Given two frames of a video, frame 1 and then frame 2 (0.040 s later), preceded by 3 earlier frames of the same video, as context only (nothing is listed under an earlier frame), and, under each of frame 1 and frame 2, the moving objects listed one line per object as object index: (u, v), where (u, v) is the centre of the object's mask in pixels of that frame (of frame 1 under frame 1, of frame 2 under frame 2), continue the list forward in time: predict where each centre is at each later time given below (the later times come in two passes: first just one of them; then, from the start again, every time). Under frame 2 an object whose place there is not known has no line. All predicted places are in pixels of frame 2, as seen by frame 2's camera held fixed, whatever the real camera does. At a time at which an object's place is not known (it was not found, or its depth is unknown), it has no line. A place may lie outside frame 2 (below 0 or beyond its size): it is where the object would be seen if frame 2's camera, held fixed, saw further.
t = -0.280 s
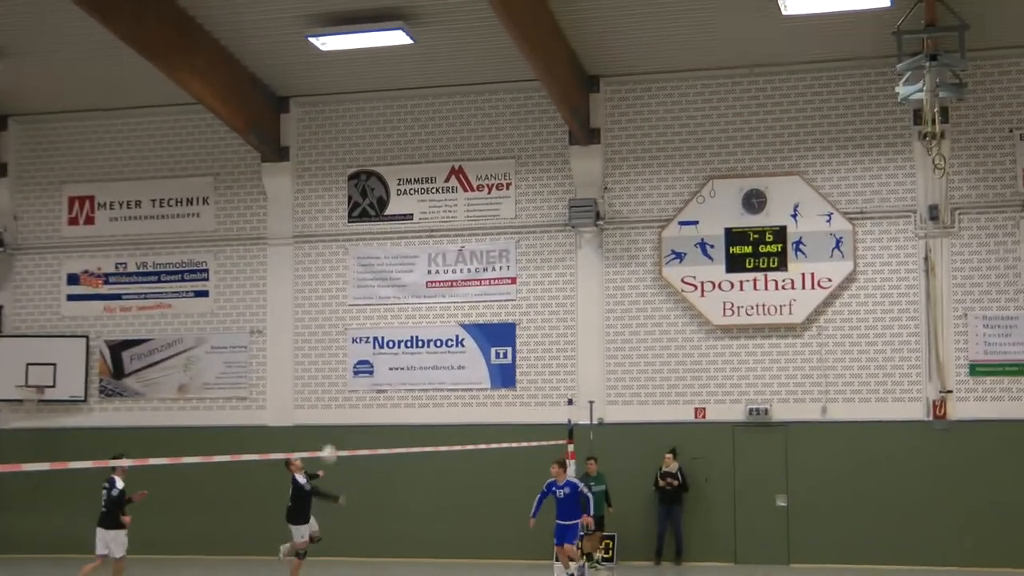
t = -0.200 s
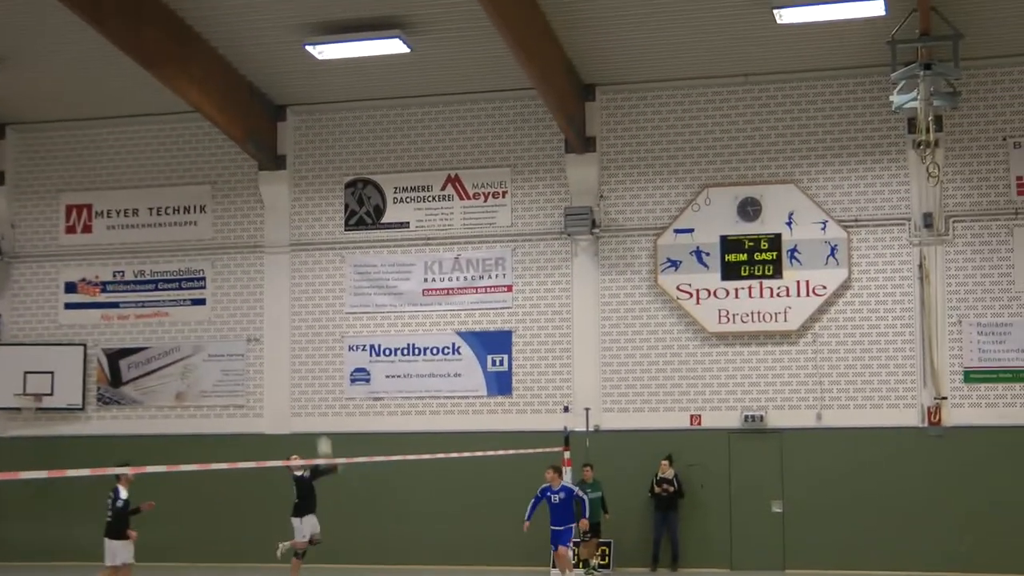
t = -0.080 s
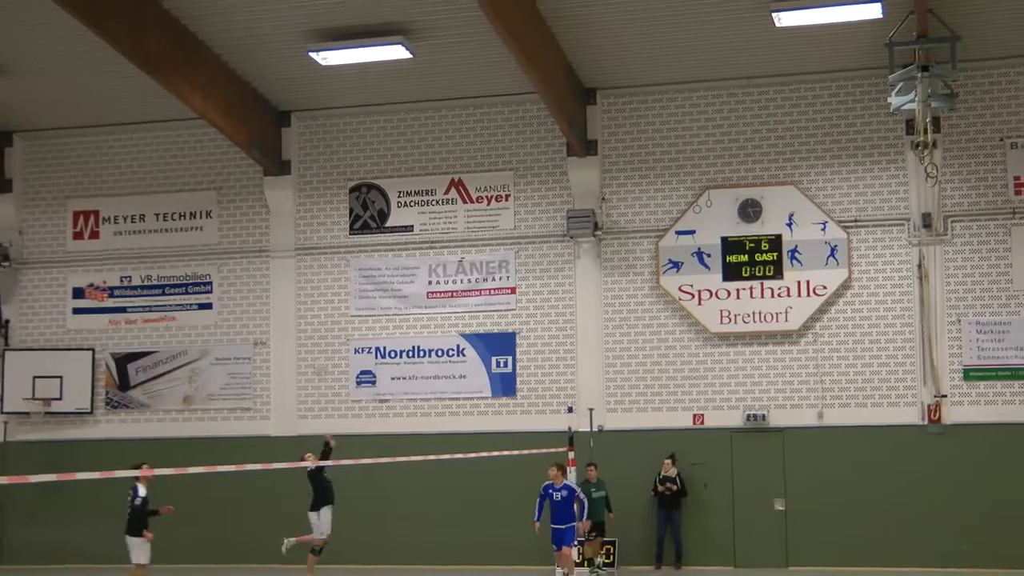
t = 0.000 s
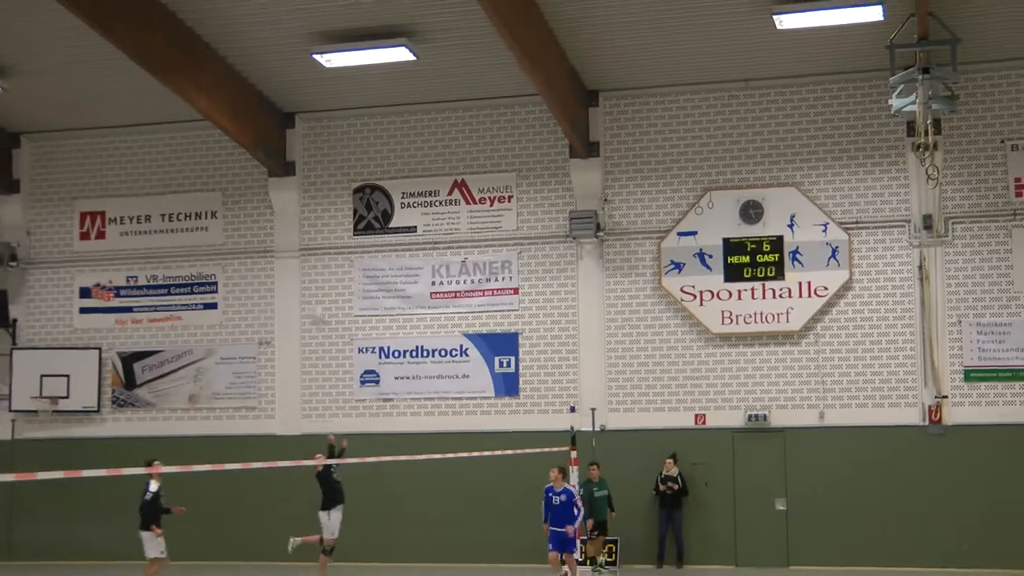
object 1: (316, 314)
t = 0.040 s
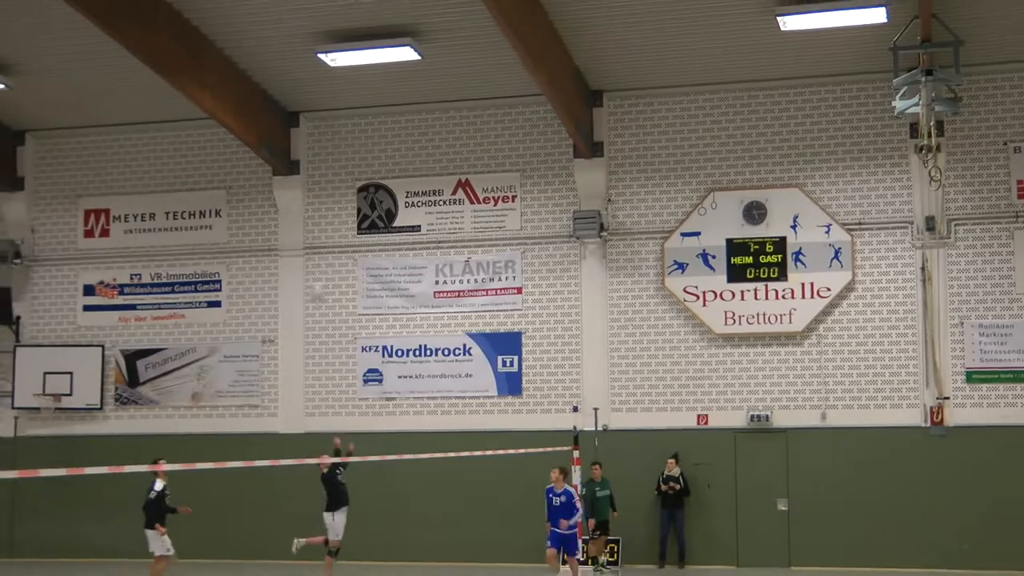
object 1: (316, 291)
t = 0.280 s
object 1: (295, 170)
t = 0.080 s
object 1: (313, 265)
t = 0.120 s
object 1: (311, 247)
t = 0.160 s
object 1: (307, 227)
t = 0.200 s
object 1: (303, 208)
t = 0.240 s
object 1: (299, 191)
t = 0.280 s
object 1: (295, 170)
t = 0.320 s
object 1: (292, 164)
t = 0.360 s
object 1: (289, 150)
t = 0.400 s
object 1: (285, 137)
